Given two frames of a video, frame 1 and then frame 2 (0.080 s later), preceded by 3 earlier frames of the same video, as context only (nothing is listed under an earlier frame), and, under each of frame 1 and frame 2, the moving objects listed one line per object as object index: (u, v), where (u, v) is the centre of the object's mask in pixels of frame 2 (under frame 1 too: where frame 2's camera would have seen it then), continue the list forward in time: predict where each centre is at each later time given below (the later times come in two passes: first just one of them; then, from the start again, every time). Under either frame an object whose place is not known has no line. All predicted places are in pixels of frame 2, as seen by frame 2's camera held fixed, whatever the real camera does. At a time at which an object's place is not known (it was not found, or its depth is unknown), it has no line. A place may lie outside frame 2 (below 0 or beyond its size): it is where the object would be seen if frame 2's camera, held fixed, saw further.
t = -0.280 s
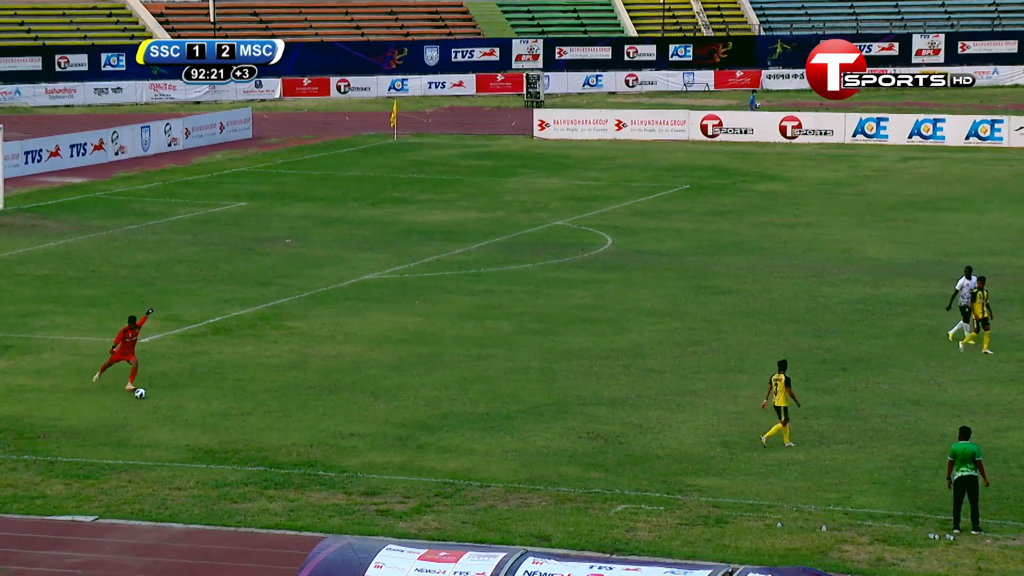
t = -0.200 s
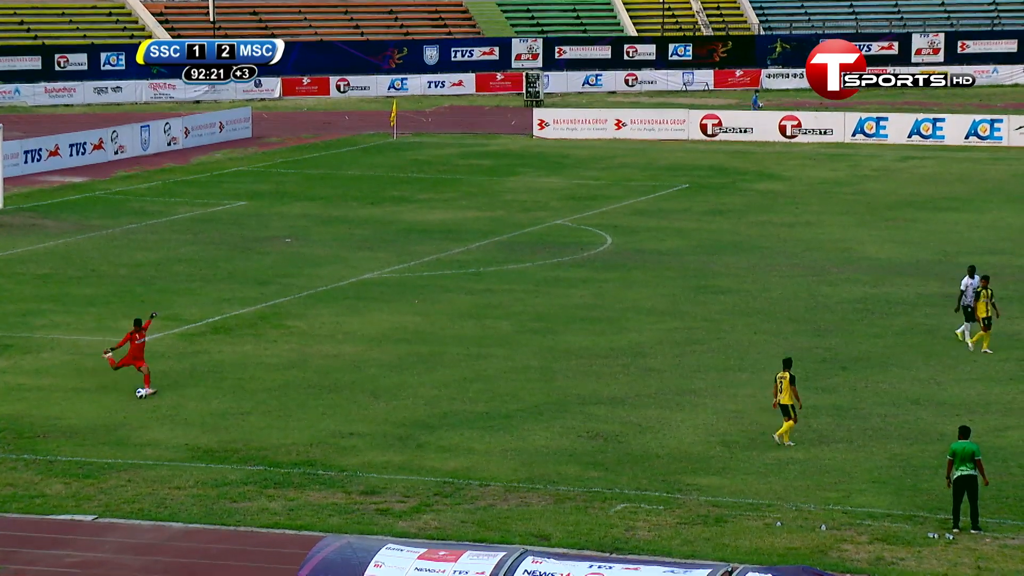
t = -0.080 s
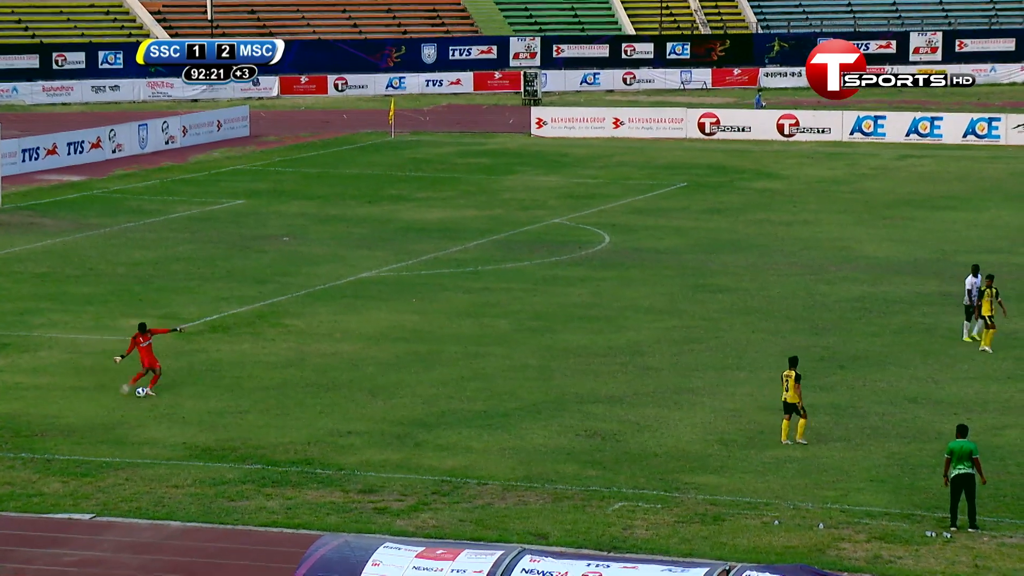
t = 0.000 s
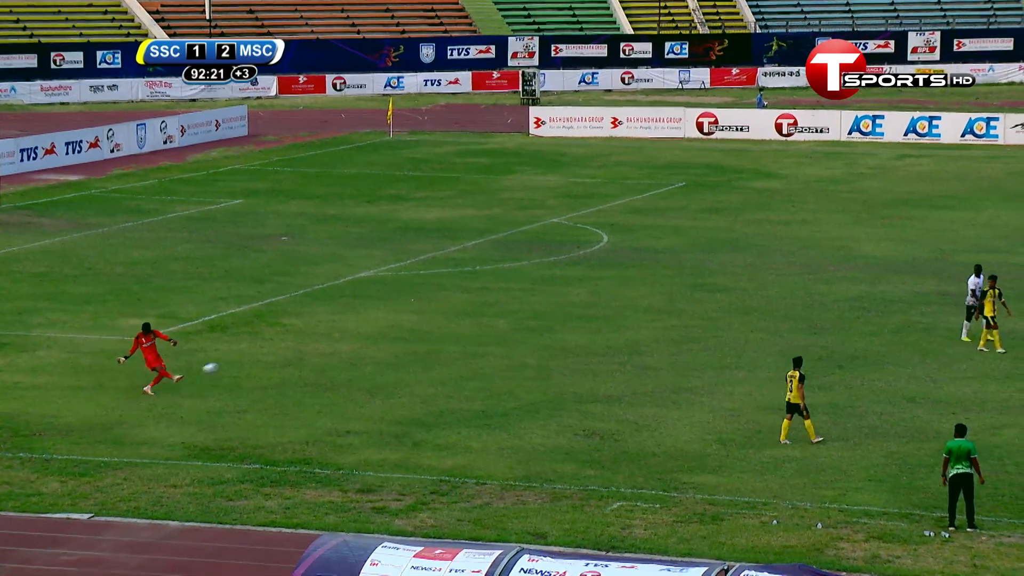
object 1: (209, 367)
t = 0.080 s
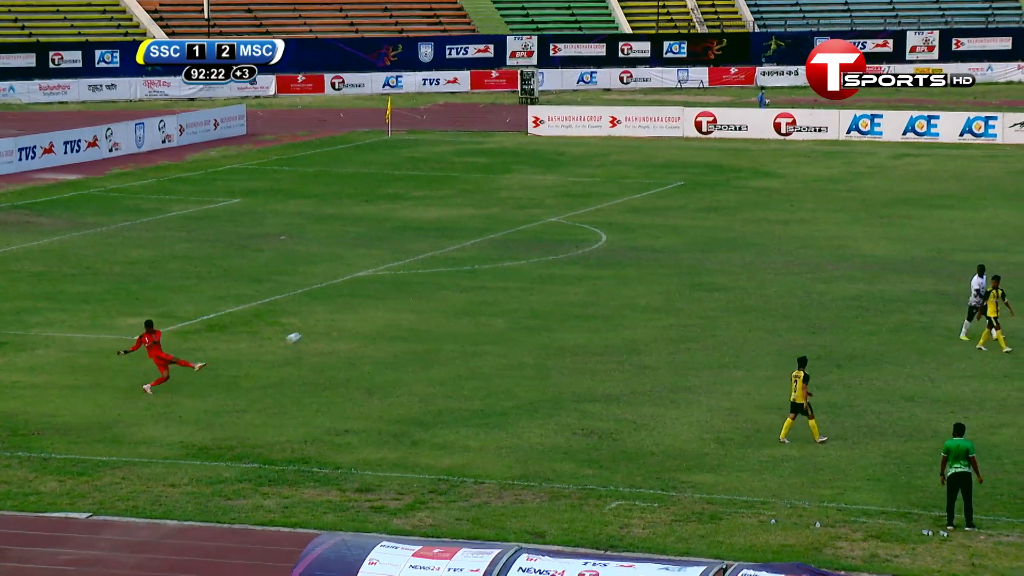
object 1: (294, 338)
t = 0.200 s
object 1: (414, 295)
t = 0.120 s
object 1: (335, 323)
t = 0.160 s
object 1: (375, 309)
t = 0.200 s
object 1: (414, 295)
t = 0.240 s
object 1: (453, 281)
